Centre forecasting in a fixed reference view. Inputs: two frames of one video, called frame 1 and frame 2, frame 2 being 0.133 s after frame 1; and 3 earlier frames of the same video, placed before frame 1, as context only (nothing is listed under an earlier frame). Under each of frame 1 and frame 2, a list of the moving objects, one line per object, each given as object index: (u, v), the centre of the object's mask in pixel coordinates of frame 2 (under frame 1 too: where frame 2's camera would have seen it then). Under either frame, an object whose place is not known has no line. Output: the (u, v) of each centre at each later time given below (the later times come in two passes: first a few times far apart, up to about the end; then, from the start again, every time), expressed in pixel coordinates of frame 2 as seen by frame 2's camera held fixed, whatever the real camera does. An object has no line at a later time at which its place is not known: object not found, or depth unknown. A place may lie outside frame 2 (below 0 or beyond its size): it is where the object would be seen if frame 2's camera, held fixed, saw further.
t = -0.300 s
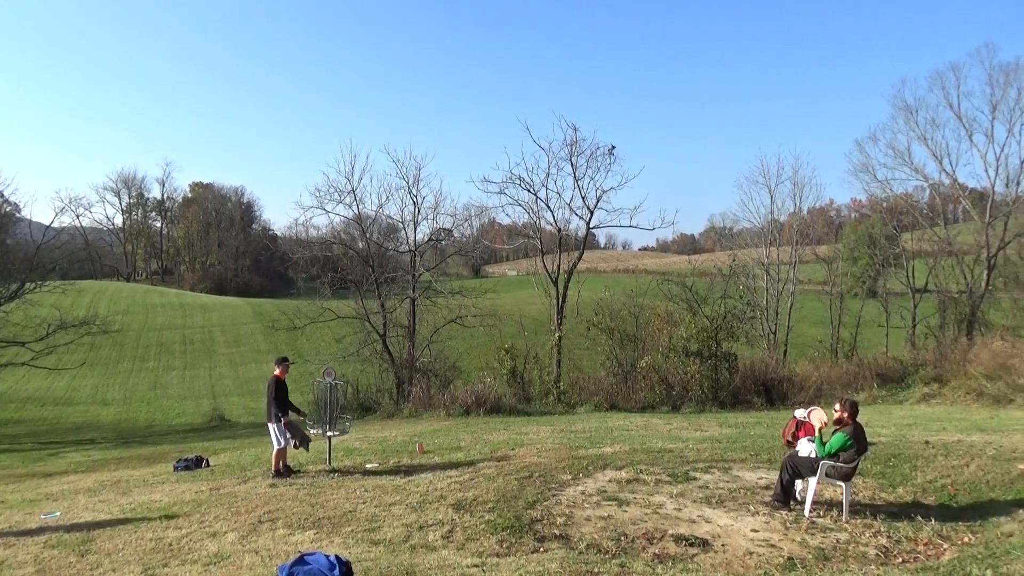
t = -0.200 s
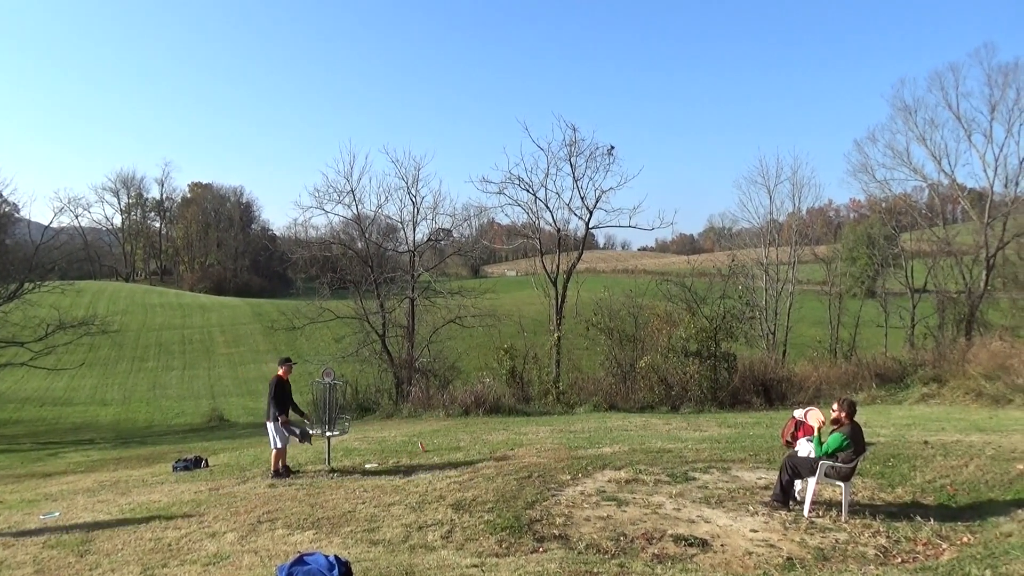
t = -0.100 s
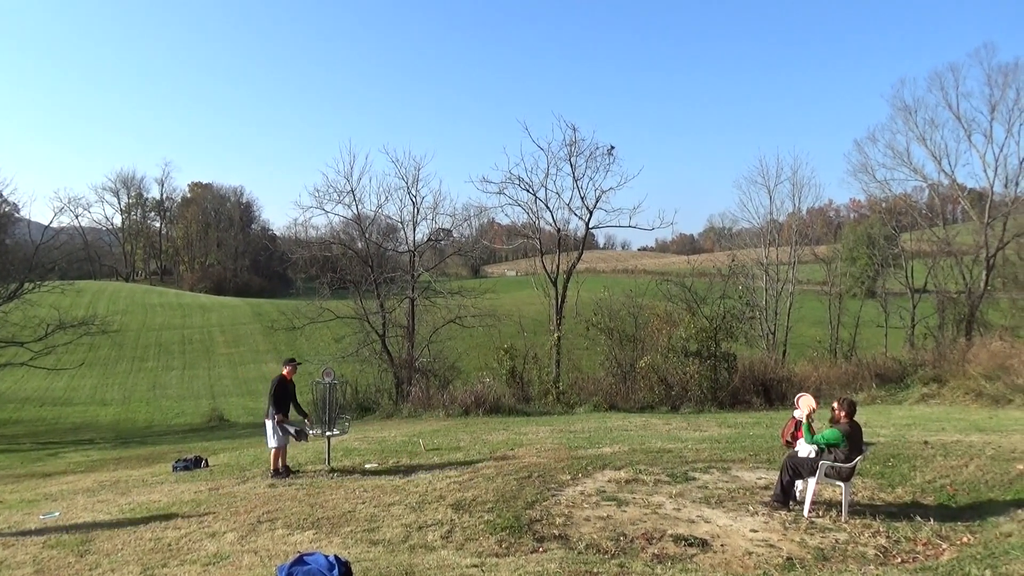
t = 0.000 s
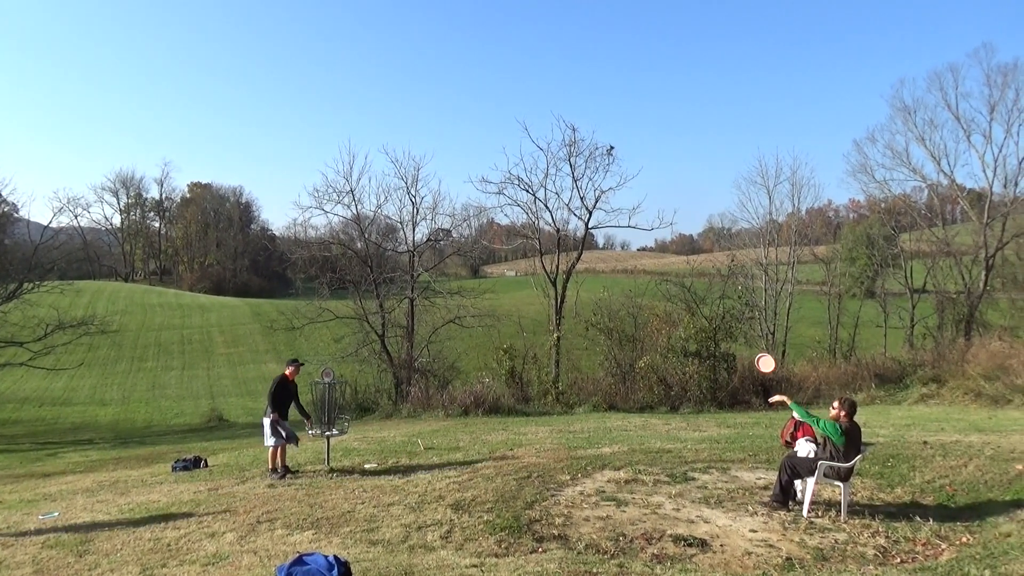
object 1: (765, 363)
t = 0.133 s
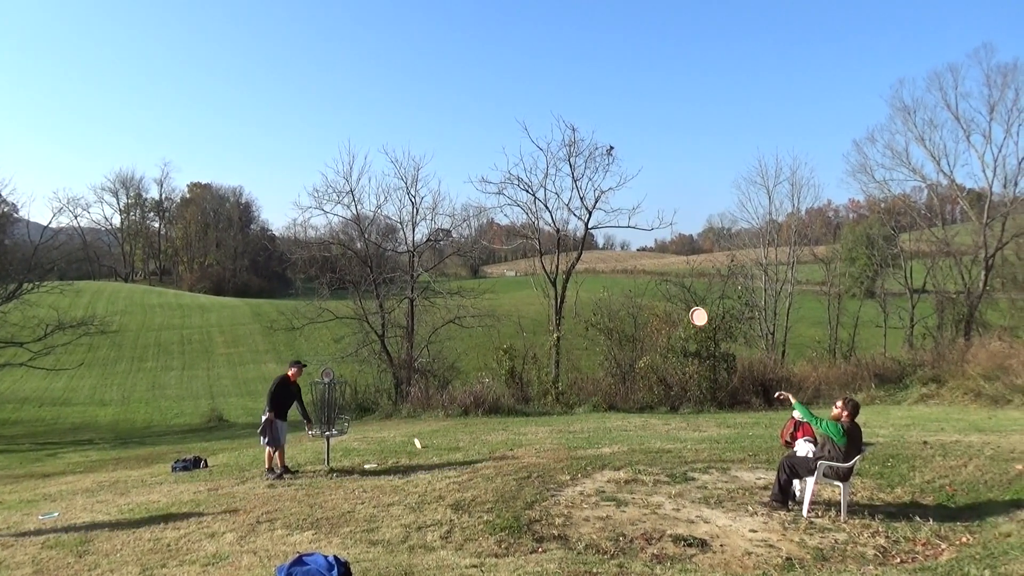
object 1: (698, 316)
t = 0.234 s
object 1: (651, 293)
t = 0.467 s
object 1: (550, 274)
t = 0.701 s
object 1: (463, 298)
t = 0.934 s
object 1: (394, 355)
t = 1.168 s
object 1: (352, 436)
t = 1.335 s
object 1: (369, 458)
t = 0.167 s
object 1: (683, 308)
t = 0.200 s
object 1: (667, 300)
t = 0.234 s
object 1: (651, 293)
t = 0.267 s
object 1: (636, 287)
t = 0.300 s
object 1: (621, 283)
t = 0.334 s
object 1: (606, 279)
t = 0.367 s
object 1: (592, 276)
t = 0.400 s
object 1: (578, 275)
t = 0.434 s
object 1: (564, 274)
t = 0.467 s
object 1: (550, 274)
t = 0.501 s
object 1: (537, 275)
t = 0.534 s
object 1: (524, 277)
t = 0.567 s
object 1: (511, 279)
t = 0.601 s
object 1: (499, 283)
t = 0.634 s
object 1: (487, 287)
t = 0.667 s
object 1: (475, 292)
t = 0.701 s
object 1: (463, 298)
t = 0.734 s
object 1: (453, 304)
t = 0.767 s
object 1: (442, 311)
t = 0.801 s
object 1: (432, 319)
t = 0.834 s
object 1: (421, 327)
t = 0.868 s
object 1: (412, 336)
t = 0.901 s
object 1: (403, 345)
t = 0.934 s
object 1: (394, 355)
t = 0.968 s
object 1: (385, 366)
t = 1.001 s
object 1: (377, 377)
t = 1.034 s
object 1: (369, 389)
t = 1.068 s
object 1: (362, 401)
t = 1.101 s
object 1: (354, 413)
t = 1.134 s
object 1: (349, 425)
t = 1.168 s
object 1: (352, 436)
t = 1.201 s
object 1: (356, 448)
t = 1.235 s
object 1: (359, 461)
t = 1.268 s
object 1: (362, 465)
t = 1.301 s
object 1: (365, 463)
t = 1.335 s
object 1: (369, 458)
